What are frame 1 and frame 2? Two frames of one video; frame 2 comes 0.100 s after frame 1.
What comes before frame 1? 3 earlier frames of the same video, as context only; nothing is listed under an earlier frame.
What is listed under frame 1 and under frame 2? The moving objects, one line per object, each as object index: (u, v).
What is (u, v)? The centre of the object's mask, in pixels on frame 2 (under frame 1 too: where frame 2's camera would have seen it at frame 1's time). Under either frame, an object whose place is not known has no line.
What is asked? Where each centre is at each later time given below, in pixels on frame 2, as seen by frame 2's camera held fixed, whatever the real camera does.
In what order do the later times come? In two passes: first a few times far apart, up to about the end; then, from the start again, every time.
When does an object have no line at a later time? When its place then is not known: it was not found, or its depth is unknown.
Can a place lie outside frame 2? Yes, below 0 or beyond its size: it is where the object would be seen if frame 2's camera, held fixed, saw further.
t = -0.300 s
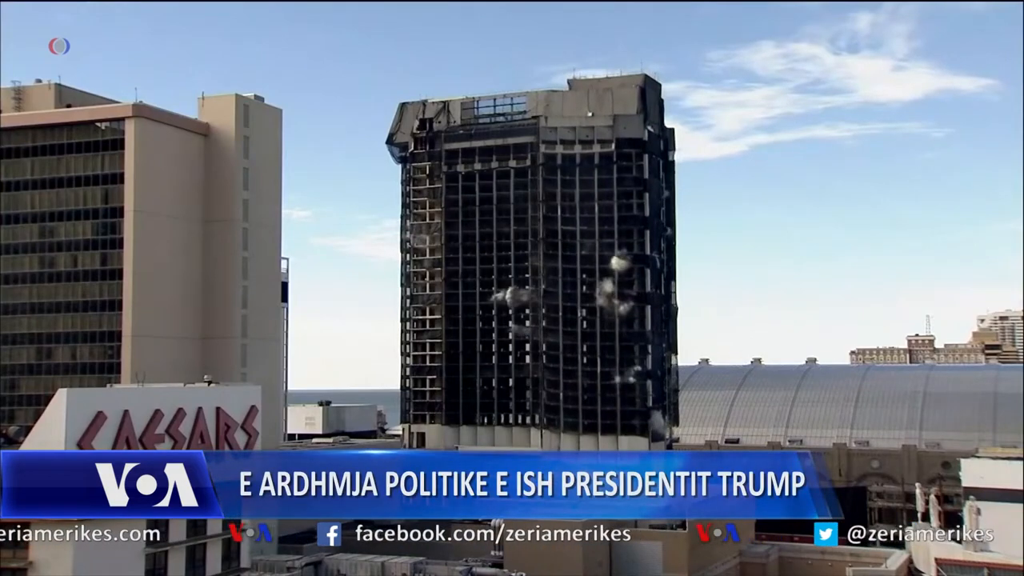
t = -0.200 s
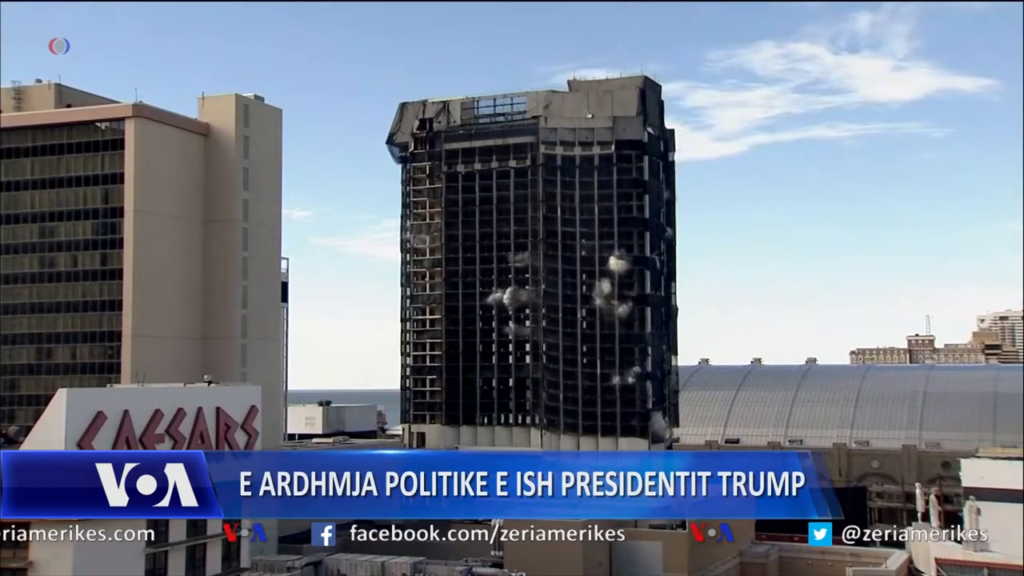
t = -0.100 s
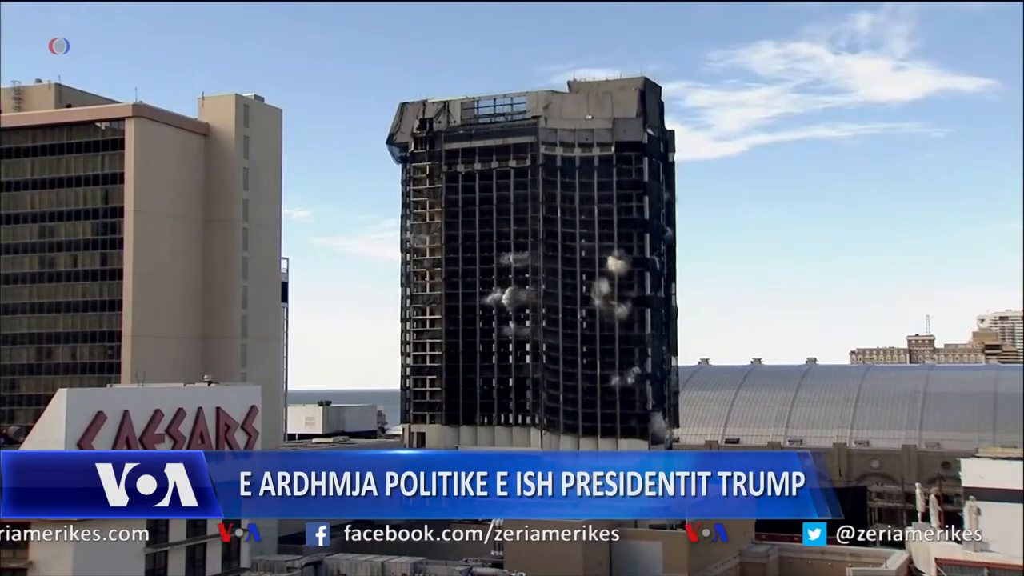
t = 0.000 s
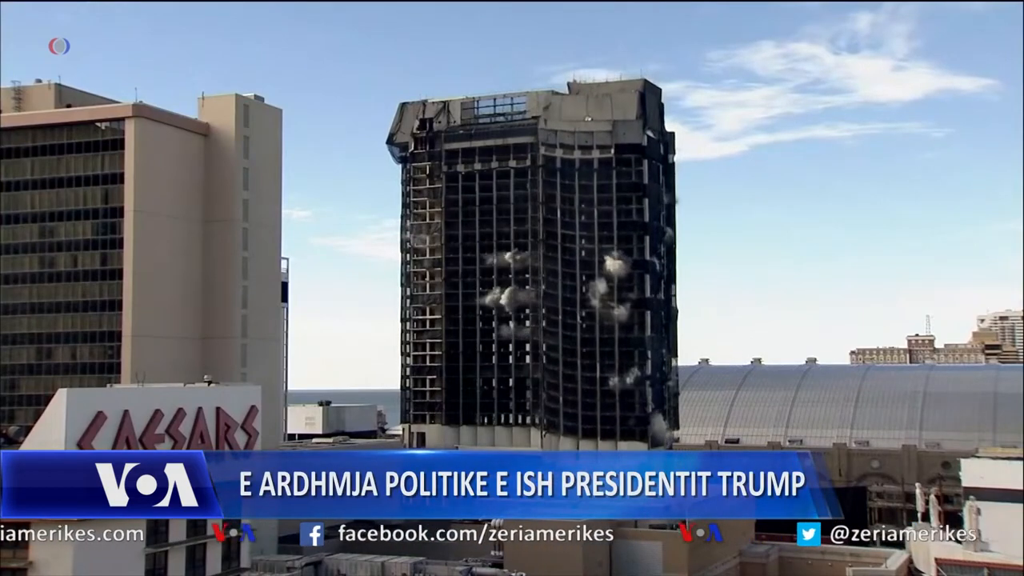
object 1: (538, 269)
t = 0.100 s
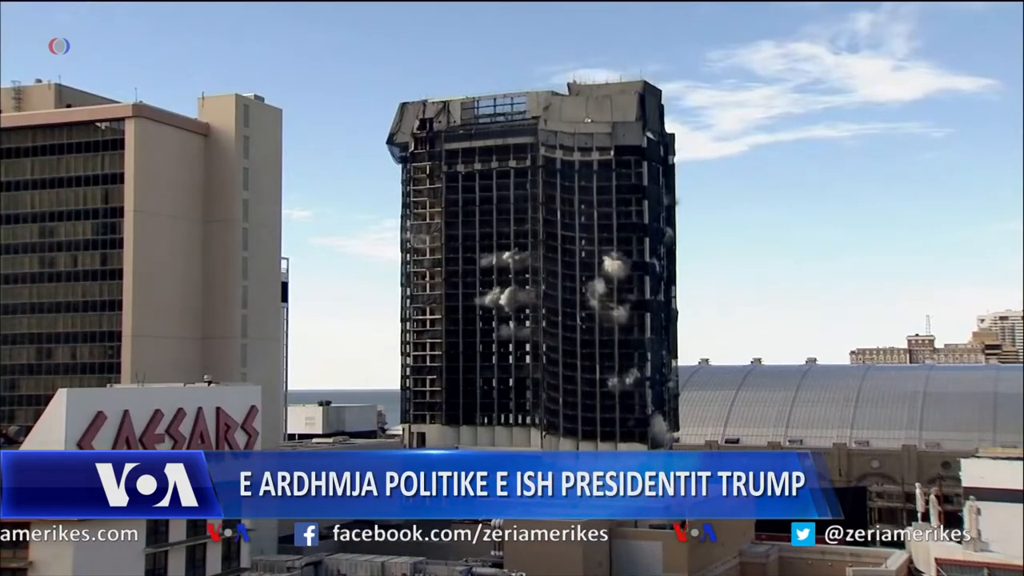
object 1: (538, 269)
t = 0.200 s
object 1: (538, 270)
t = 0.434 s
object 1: (538, 271)
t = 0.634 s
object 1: (537, 272)
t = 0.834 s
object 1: (536, 274)
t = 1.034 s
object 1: (535, 275)
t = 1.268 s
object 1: (534, 276)
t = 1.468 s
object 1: (534, 277)
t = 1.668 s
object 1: (533, 279)
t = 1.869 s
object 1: (533, 281)
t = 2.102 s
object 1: (533, 283)
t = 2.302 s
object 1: (533, 285)
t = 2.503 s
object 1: (533, 287)
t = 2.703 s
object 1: (533, 290)
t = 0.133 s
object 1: (538, 270)
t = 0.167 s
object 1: (538, 270)
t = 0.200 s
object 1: (538, 270)
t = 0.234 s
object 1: (538, 270)
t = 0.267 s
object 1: (538, 270)
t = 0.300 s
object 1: (538, 270)
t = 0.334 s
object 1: (538, 270)
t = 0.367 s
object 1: (538, 271)
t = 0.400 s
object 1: (538, 271)
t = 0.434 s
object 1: (538, 271)
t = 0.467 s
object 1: (537, 271)
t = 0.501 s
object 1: (538, 271)
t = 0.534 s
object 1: (537, 272)
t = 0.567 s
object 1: (537, 272)
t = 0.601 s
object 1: (537, 272)
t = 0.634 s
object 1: (537, 272)
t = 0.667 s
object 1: (537, 273)
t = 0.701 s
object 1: (537, 273)
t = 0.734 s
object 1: (537, 273)
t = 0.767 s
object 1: (537, 273)
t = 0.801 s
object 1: (536, 273)
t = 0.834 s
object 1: (536, 274)
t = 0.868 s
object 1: (536, 274)
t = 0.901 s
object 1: (536, 274)
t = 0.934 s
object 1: (536, 274)
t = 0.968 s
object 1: (536, 274)
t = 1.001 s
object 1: (535, 275)
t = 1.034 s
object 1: (535, 275)
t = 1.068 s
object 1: (535, 275)
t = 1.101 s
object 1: (535, 275)
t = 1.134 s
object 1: (535, 275)
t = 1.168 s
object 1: (535, 275)
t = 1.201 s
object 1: (535, 275)
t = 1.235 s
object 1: (534, 276)
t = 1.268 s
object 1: (534, 276)
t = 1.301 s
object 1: (534, 276)
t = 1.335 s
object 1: (534, 276)
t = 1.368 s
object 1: (534, 277)
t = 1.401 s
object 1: (534, 277)
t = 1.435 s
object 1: (534, 277)
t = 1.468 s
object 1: (534, 277)
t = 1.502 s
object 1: (533, 277)
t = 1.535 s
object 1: (533, 278)
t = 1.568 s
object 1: (533, 278)
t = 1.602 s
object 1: (533, 278)
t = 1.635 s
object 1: (533, 278)
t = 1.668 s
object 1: (533, 279)
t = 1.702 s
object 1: (533, 279)
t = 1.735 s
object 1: (533, 279)
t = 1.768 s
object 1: (533, 280)
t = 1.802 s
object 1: (533, 280)
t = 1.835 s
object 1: (533, 280)
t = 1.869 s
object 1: (533, 281)
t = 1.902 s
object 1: (533, 281)
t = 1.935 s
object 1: (533, 281)
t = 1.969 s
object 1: (533, 282)
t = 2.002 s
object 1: (533, 282)
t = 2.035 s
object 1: (533, 282)
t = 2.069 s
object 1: (533, 282)
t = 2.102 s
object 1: (533, 283)
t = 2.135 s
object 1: (533, 283)
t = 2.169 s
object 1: (533, 284)
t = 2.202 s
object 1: (533, 284)
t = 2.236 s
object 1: (533, 285)
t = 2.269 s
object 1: (533, 285)
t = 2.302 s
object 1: (533, 285)
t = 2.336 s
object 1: (533, 285)
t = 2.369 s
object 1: (533, 286)
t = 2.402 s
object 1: (533, 286)
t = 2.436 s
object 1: (533, 287)
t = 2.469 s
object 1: (533, 287)
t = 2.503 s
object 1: (533, 287)
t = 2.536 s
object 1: (533, 287)
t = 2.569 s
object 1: (533, 288)
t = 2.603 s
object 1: (533, 288)
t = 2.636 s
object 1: (533, 289)
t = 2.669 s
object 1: (533, 289)
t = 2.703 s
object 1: (533, 290)
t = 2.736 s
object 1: (533, 290)
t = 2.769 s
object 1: (533, 290)
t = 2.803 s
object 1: (533, 291)
